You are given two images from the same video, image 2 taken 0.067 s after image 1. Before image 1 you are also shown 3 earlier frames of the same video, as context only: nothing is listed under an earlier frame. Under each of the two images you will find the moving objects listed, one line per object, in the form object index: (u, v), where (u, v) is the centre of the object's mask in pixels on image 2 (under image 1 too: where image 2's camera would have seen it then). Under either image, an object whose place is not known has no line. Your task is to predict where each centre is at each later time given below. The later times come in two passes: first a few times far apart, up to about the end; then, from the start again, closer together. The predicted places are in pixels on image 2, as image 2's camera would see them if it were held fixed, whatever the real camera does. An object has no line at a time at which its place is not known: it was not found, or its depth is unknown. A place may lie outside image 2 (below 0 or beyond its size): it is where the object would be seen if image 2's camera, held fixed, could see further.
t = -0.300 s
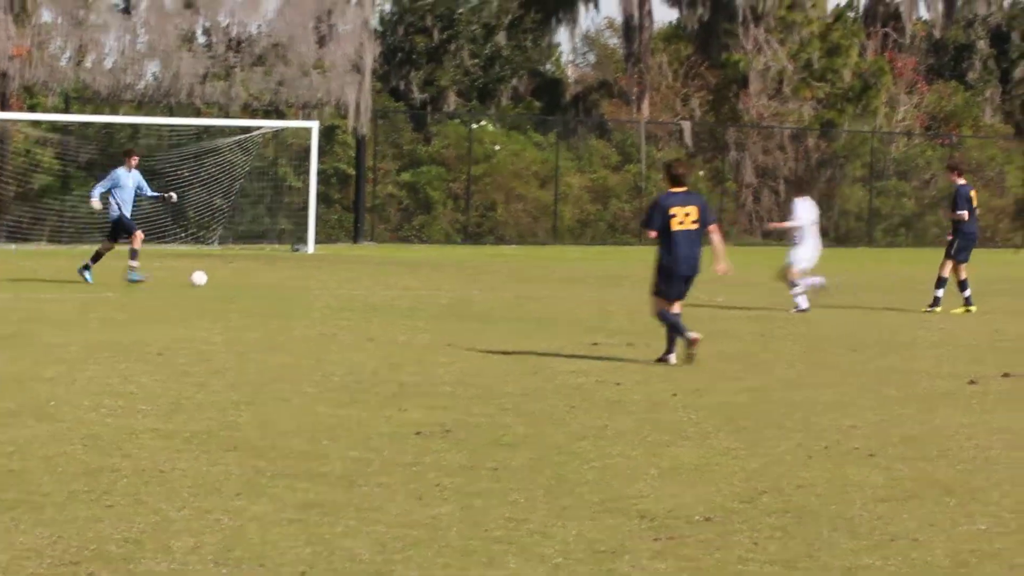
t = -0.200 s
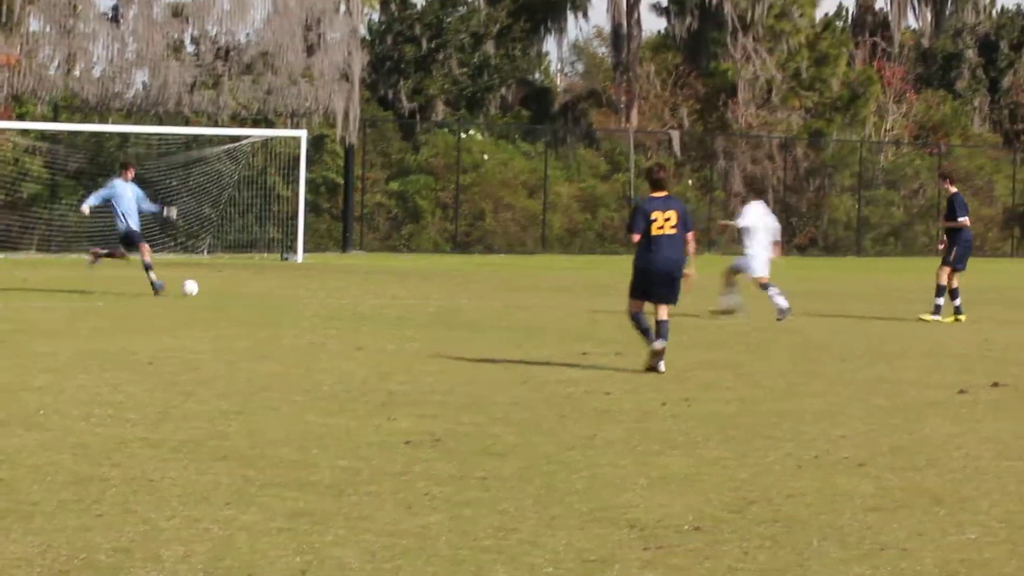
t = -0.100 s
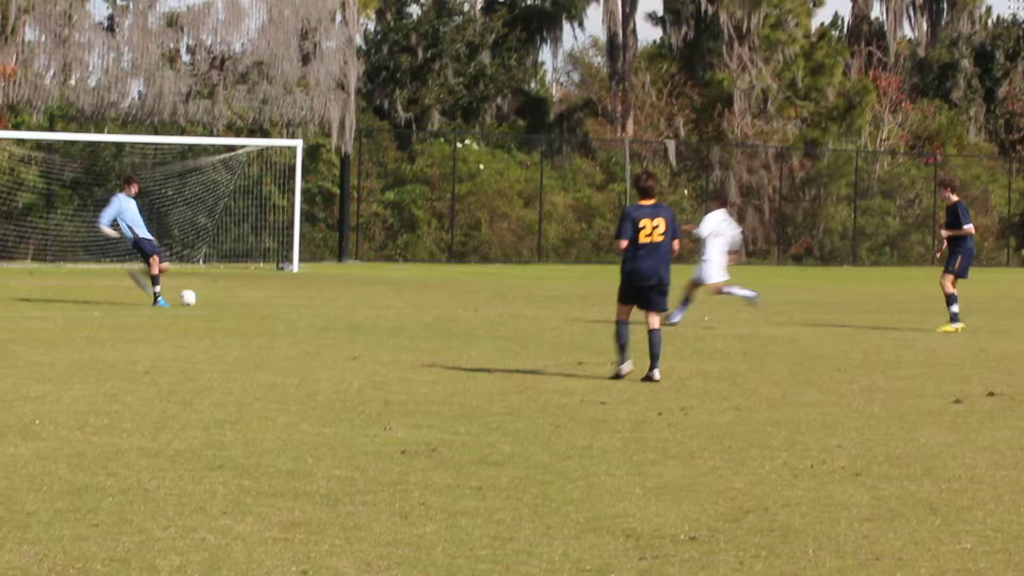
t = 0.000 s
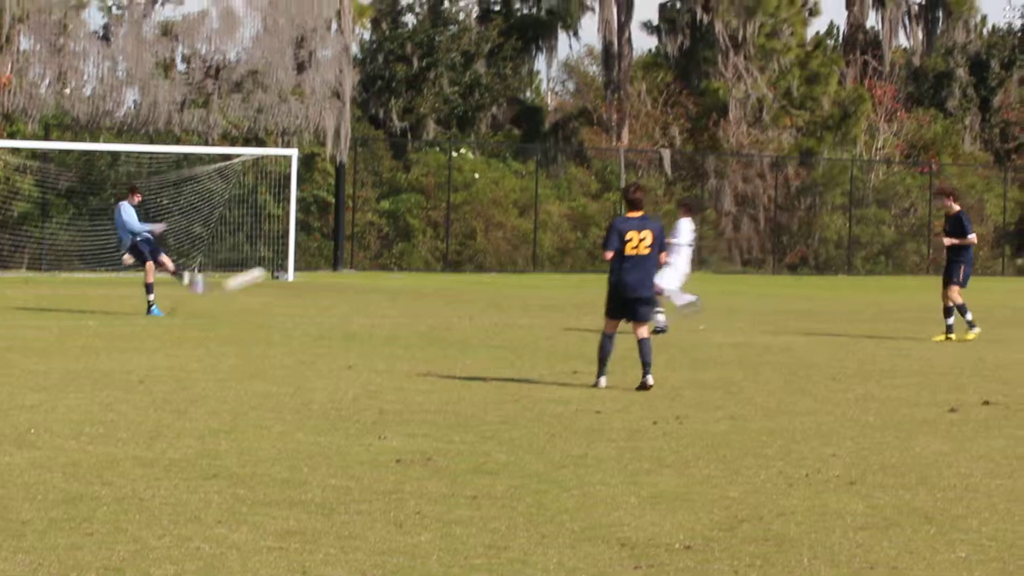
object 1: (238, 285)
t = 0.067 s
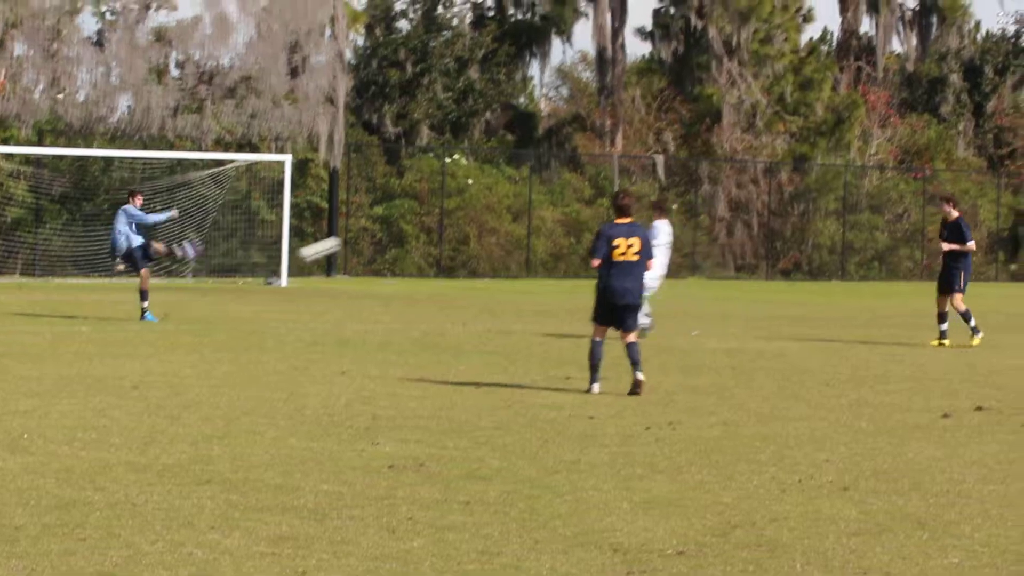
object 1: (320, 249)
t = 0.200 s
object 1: (493, 186)
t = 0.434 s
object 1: (803, 101)
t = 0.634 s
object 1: (1082, 55)
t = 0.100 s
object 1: (363, 232)
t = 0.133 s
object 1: (405, 216)
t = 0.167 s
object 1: (449, 201)
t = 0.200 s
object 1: (493, 186)
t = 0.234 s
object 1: (538, 172)
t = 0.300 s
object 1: (626, 146)
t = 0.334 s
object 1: (671, 134)
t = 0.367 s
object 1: (716, 124)
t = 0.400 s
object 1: (764, 112)
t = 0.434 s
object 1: (803, 101)
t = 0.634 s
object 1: (1082, 55)
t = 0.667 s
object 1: (1141, 51)
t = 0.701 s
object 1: (1204, 43)
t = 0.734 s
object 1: (1266, 37)
